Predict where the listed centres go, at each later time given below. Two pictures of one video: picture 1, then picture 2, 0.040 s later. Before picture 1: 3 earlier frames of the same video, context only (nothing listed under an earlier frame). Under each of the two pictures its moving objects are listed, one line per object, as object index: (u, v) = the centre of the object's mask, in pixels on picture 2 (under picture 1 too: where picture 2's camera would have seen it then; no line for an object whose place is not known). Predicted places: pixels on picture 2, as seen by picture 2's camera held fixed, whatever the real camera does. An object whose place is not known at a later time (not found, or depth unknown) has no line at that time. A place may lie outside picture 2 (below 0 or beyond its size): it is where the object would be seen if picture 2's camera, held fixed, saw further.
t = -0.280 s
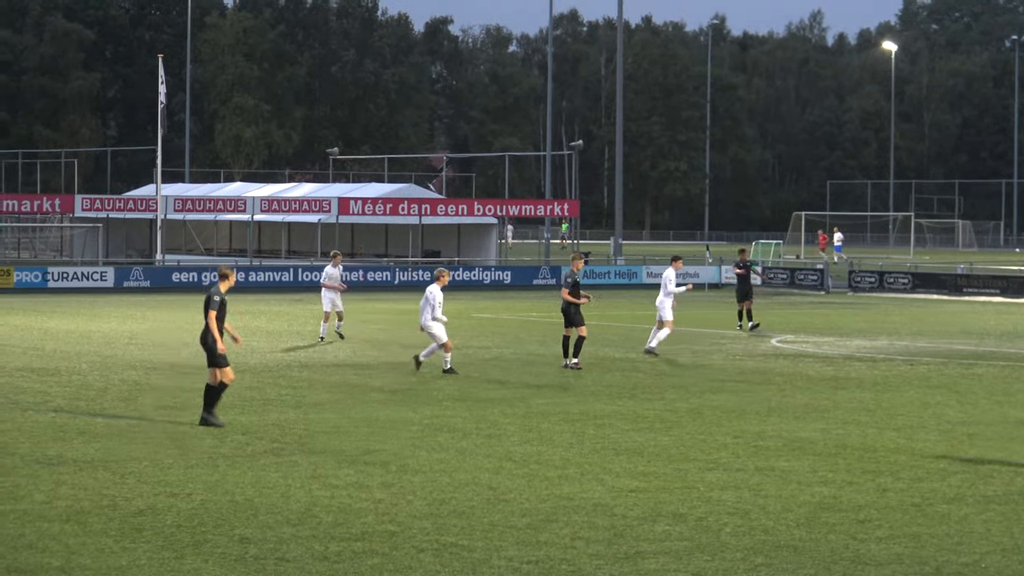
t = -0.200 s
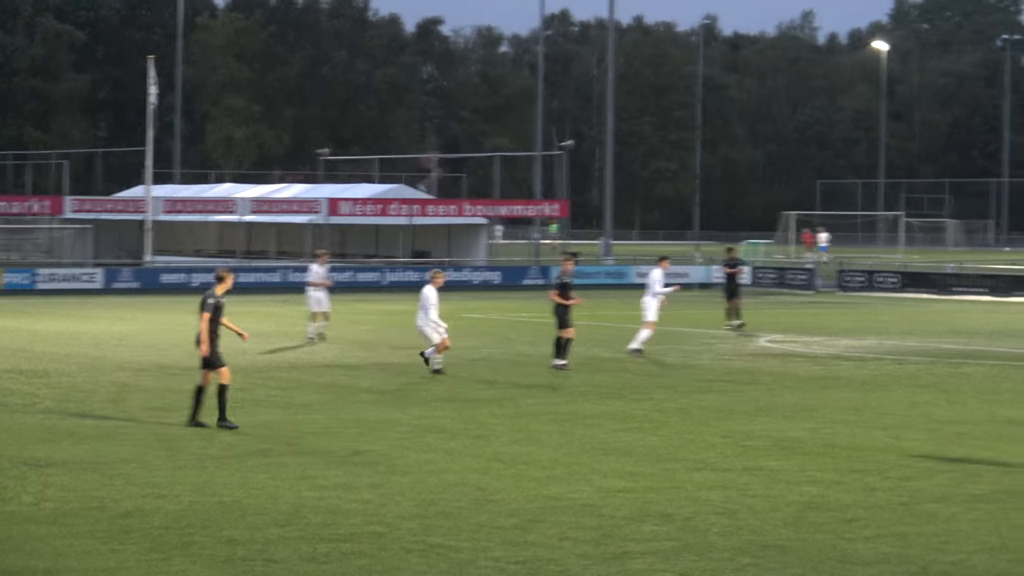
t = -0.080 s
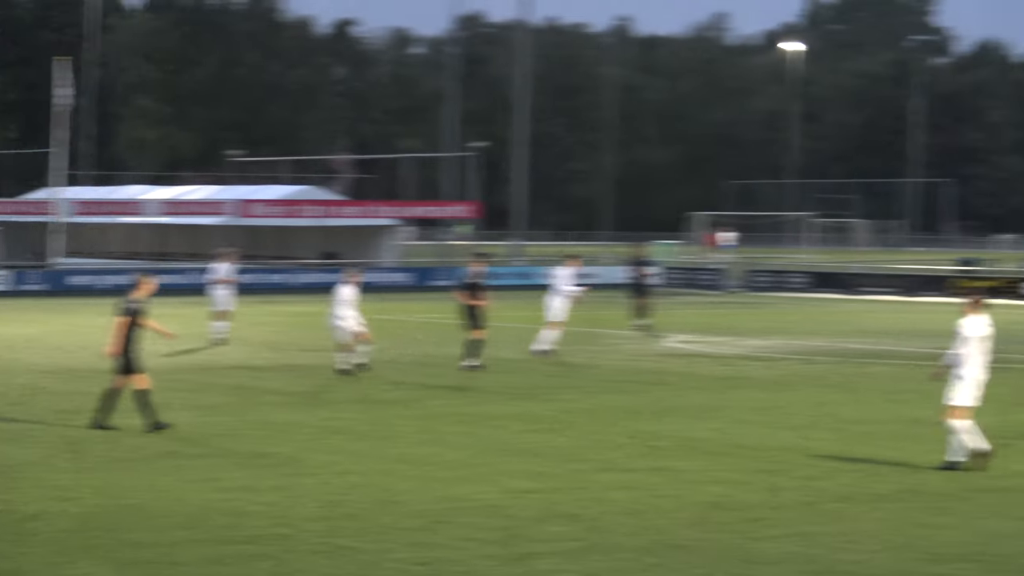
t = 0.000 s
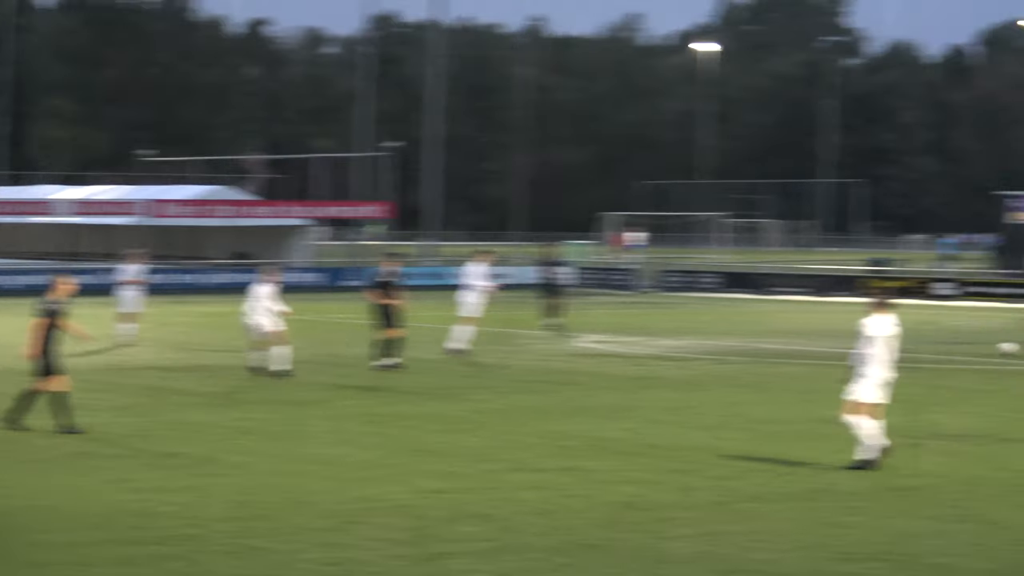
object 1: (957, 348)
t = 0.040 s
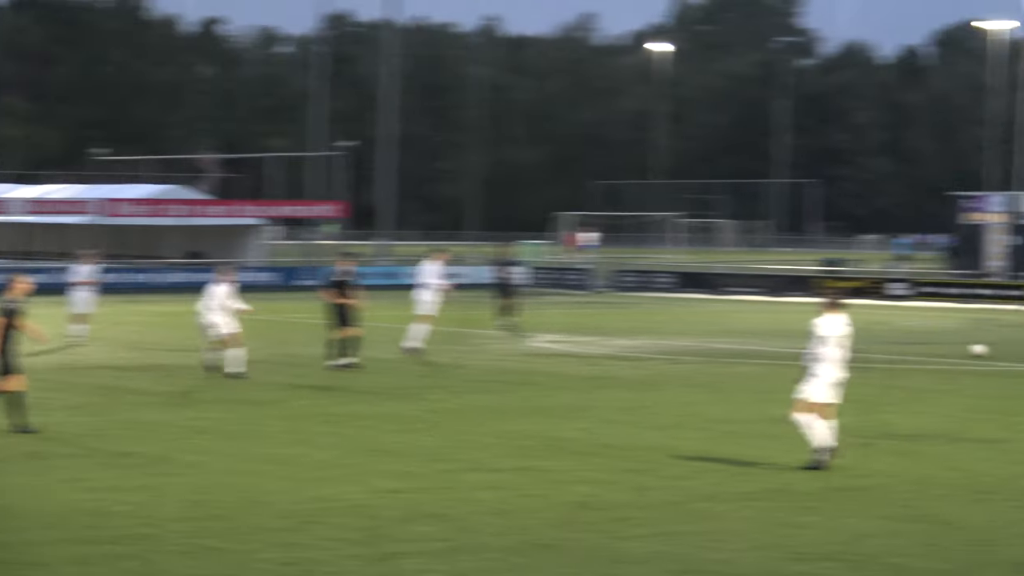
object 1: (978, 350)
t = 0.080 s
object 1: (998, 351)
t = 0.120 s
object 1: (1017, 352)
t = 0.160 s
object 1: (1033, 354)
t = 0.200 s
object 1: (1047, 355)
